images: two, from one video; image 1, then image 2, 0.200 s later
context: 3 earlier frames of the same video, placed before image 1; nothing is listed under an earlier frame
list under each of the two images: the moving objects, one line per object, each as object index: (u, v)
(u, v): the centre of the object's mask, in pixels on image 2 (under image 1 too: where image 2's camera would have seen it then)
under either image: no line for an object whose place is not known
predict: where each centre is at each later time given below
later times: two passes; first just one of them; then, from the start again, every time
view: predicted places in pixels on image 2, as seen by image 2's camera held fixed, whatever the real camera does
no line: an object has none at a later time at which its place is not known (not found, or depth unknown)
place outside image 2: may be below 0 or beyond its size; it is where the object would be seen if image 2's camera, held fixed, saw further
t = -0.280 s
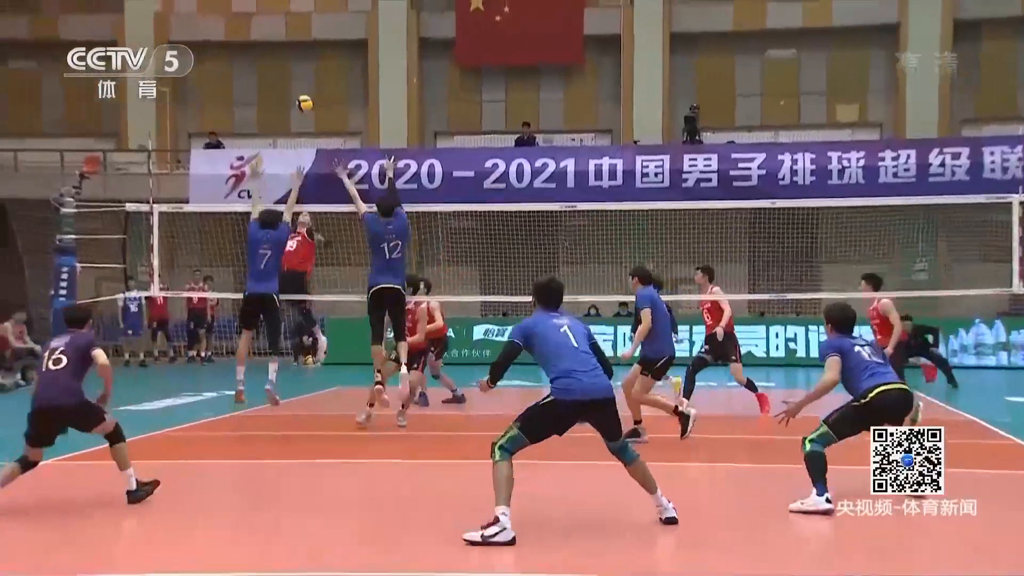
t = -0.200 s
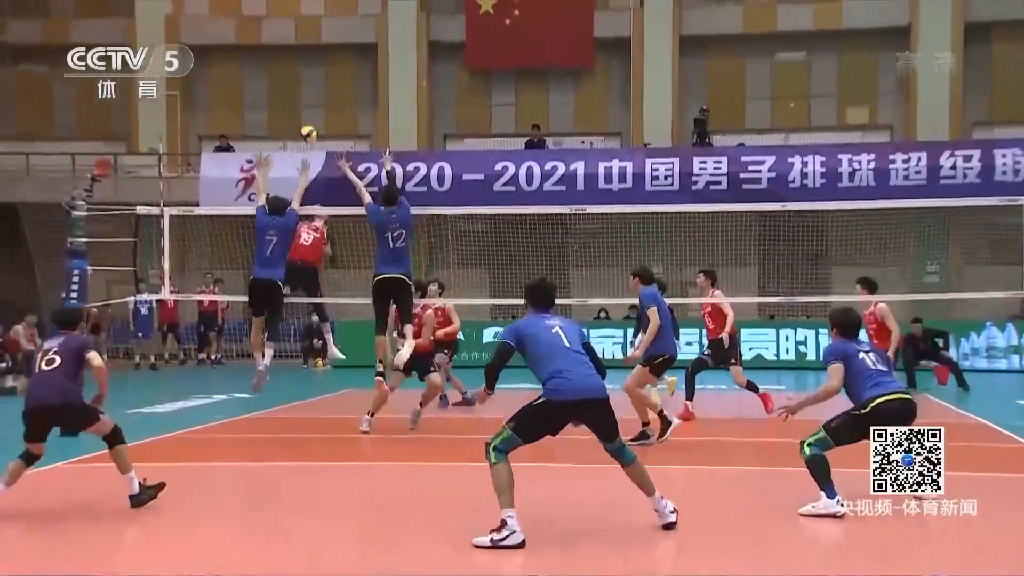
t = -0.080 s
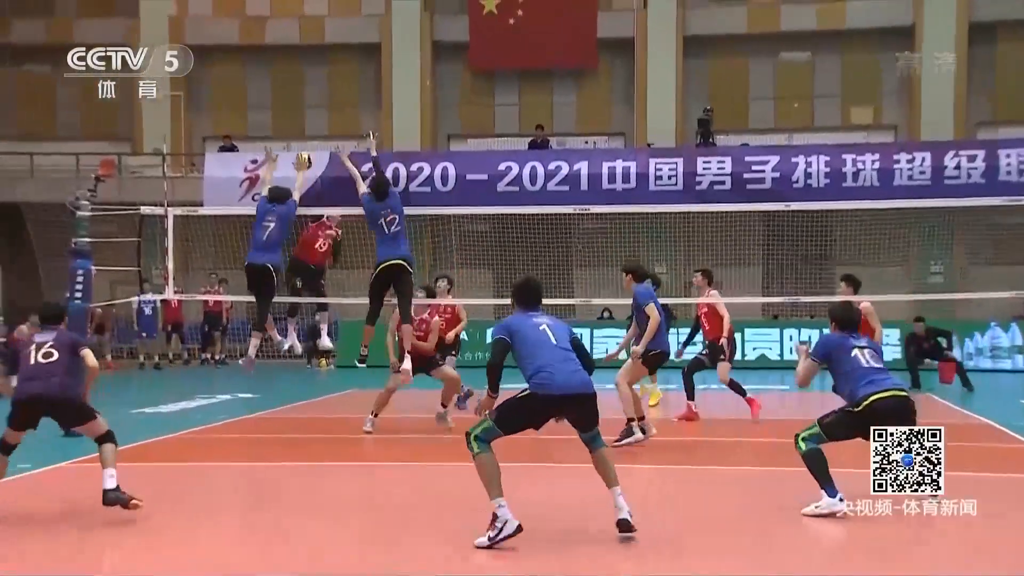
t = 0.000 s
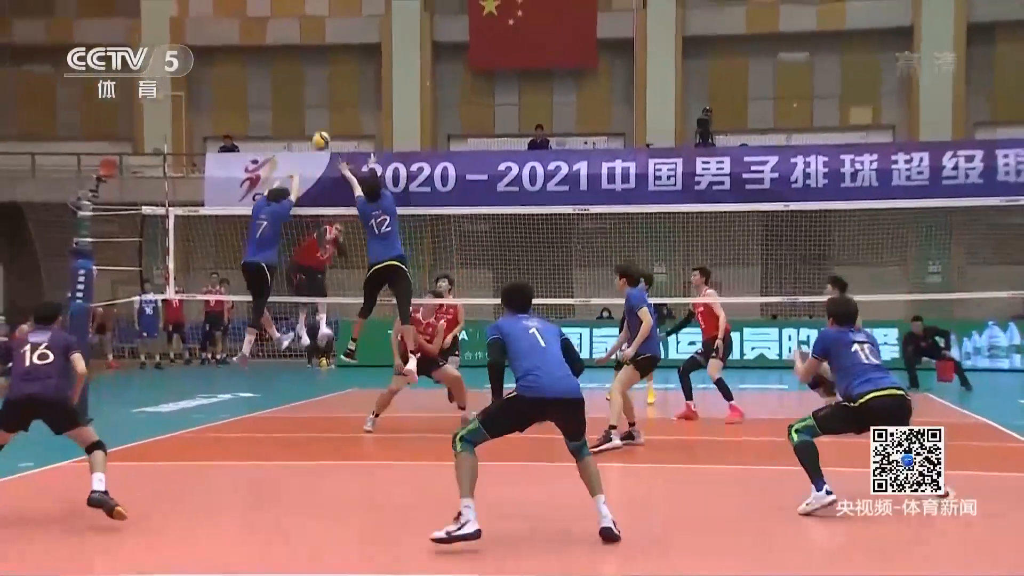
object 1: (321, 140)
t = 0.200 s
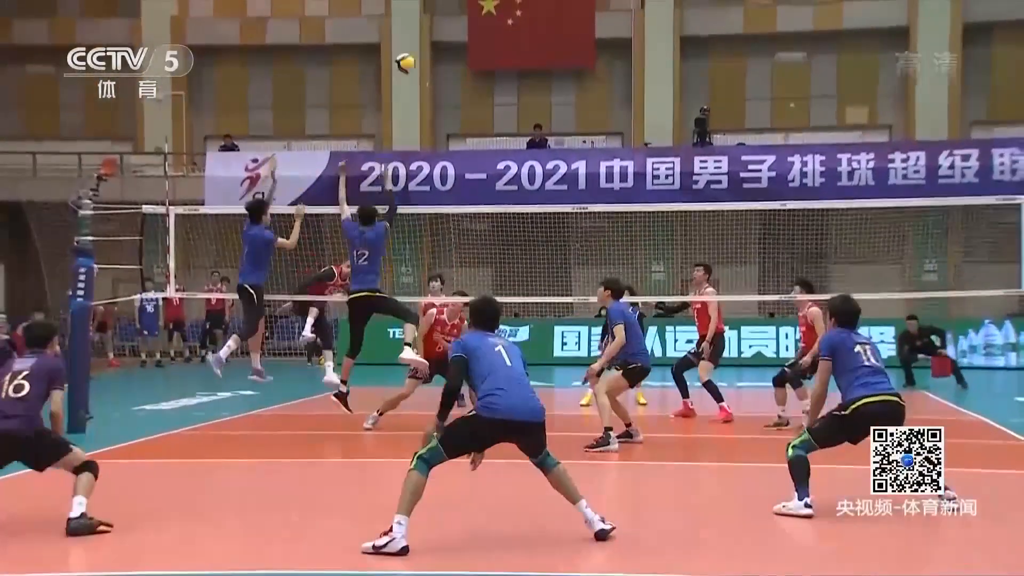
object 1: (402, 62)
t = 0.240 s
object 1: (420, 51)
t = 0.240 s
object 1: (420, 51)
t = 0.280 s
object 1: (443, 41)
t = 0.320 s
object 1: (456, 33)
